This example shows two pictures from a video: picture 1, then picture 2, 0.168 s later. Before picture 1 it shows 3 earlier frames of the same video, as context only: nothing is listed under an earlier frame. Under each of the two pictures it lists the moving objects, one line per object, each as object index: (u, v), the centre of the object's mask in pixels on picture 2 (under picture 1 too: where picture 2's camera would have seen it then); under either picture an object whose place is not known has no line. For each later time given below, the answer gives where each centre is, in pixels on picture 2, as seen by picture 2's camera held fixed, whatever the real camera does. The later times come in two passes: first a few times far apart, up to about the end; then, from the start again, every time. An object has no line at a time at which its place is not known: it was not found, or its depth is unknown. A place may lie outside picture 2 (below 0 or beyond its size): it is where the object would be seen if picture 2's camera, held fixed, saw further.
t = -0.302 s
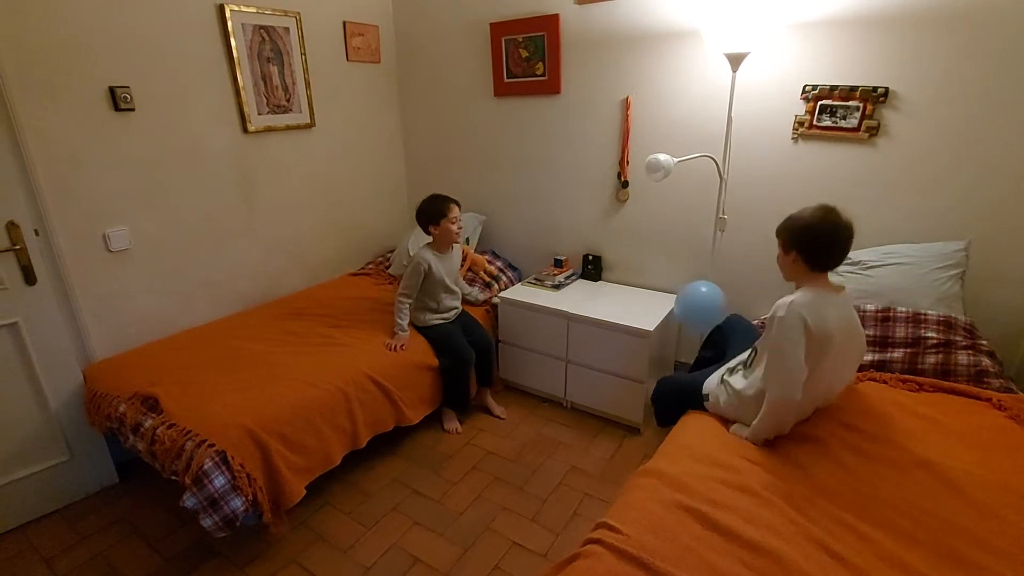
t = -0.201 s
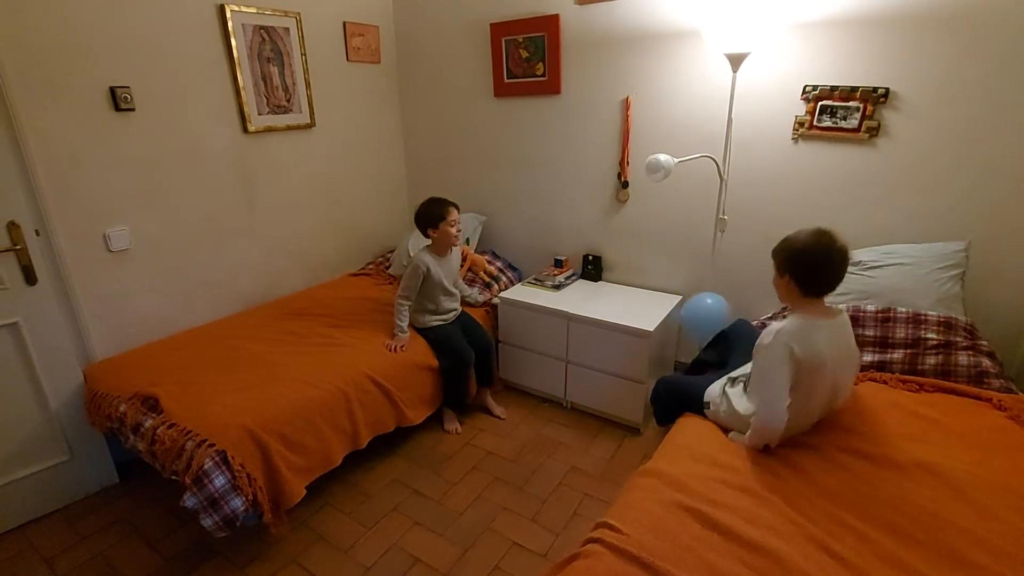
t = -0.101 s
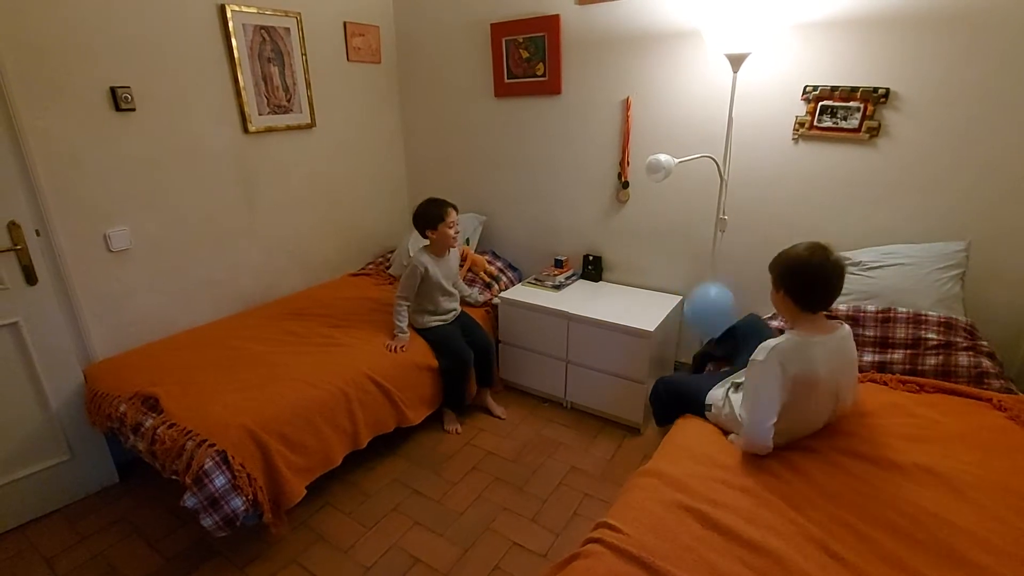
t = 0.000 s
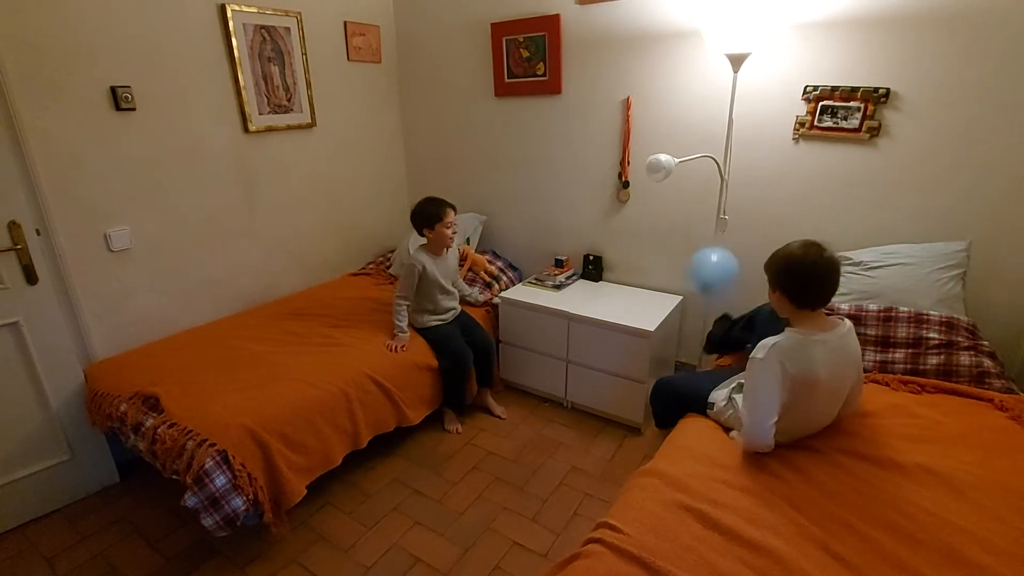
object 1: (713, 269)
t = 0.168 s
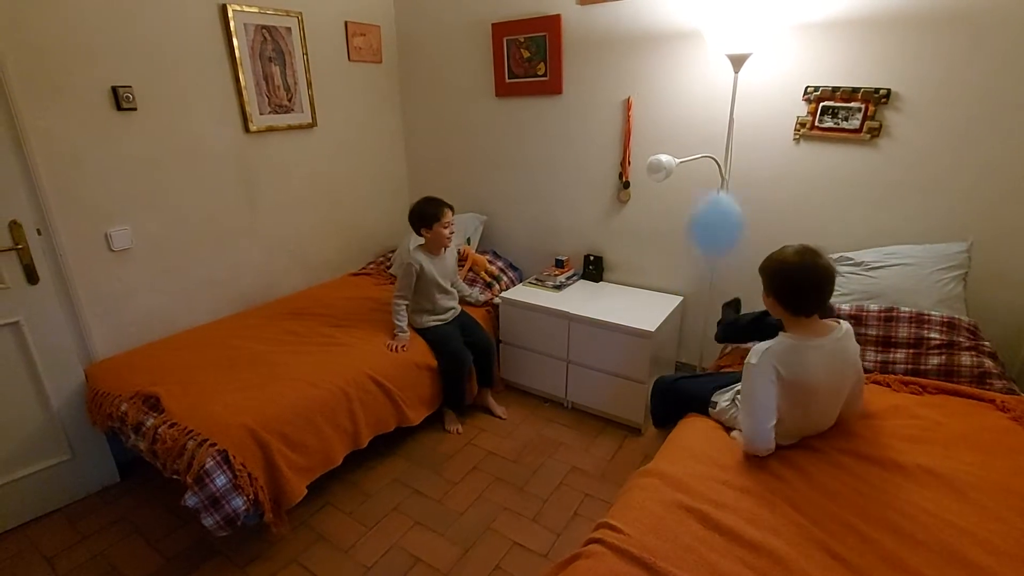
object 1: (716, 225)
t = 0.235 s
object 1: (717, 206)
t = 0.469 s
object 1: (718, 164)
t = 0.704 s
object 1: (711, 152)
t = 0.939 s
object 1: (700, 168)
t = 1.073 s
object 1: (698, 185)
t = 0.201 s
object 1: (716, 214)
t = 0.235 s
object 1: (717, 206)
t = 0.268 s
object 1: (718, 198)
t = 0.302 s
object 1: (718, 193)
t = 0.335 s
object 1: (718, 186)
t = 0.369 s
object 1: (718, 180)
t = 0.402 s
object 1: (719, 174)
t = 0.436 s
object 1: (718, 169)
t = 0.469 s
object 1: (718, 164)
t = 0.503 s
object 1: (718, 160)
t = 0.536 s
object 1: (717, 157)
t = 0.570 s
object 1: (716, 154)
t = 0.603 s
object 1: (715, 153)
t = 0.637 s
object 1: (714, 152)
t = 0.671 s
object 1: (712, 152)
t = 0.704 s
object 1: (711, 152)
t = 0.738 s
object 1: (710, 152)
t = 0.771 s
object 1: (707, 154)
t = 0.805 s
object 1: (705, 155)
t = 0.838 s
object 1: (704, 158)
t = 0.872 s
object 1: (703, 161)
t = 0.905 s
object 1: (701, 165)
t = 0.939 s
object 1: (700, 168)
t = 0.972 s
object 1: (699, 172)
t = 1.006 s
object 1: (698, 176)
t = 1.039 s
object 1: (698, 180)
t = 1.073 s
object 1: (698, 185)
